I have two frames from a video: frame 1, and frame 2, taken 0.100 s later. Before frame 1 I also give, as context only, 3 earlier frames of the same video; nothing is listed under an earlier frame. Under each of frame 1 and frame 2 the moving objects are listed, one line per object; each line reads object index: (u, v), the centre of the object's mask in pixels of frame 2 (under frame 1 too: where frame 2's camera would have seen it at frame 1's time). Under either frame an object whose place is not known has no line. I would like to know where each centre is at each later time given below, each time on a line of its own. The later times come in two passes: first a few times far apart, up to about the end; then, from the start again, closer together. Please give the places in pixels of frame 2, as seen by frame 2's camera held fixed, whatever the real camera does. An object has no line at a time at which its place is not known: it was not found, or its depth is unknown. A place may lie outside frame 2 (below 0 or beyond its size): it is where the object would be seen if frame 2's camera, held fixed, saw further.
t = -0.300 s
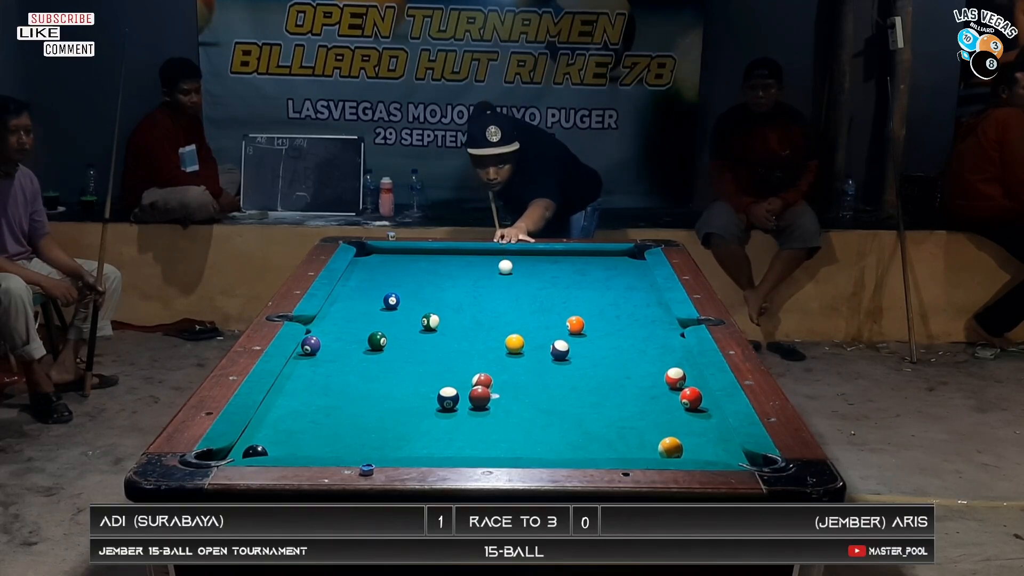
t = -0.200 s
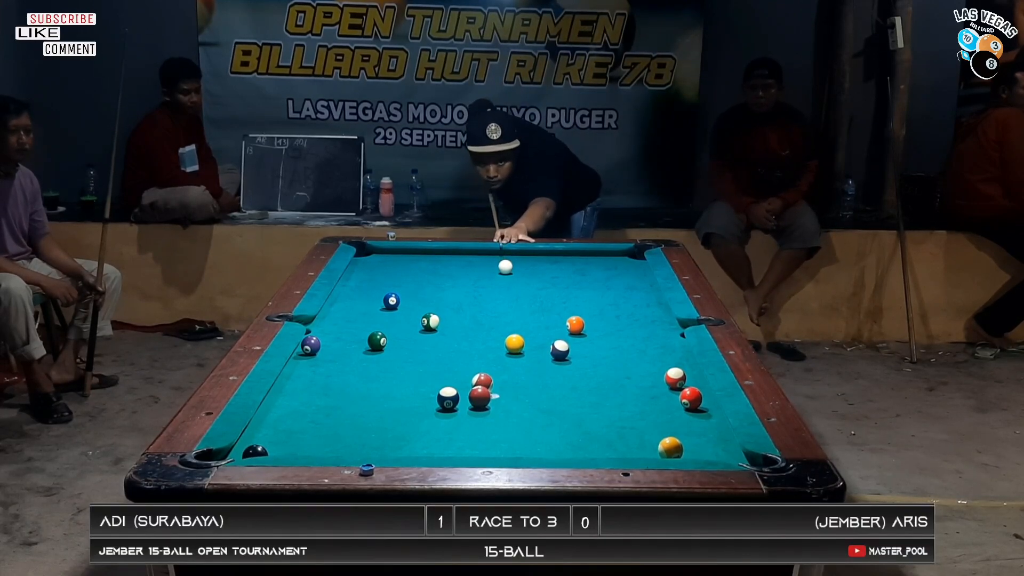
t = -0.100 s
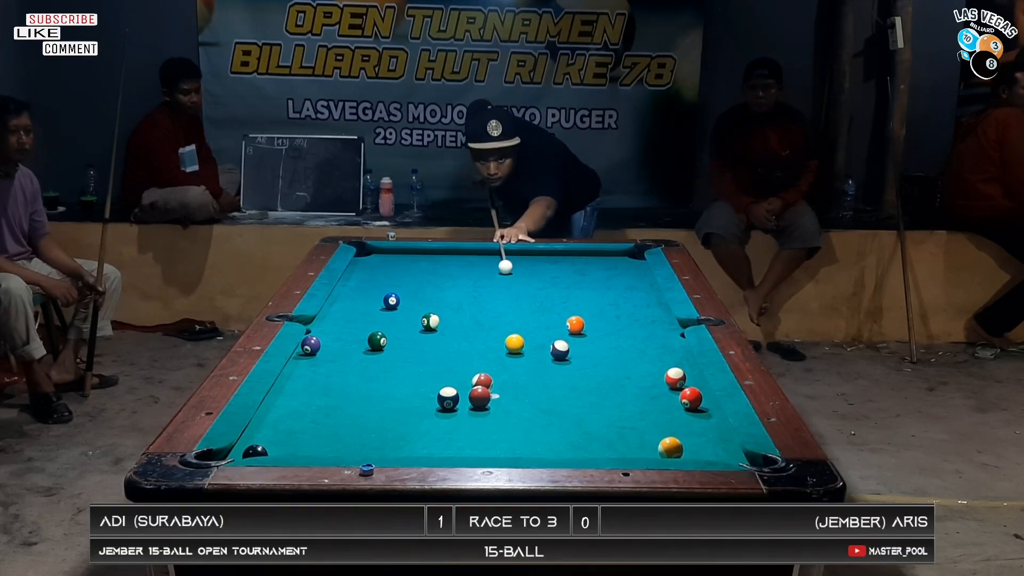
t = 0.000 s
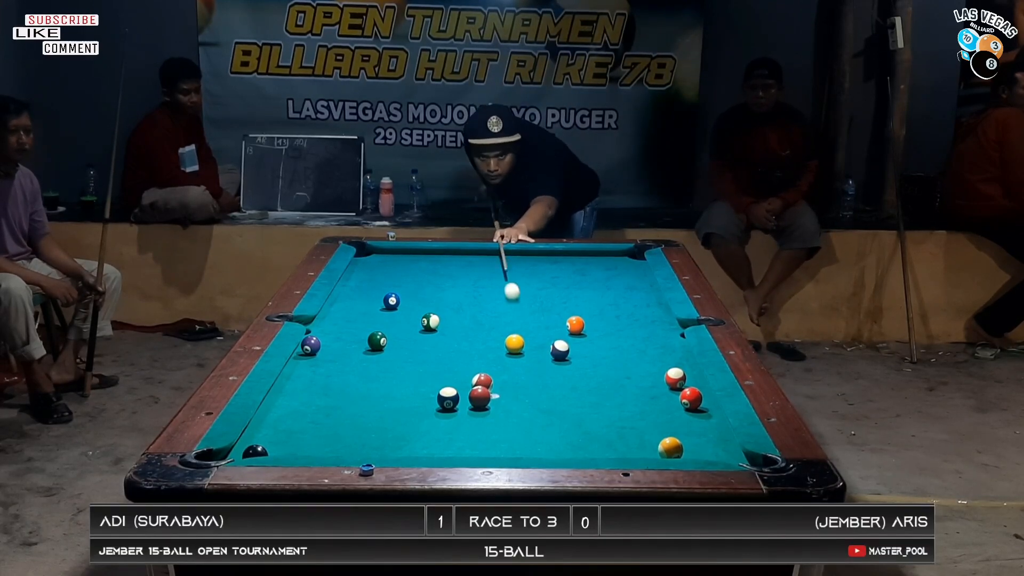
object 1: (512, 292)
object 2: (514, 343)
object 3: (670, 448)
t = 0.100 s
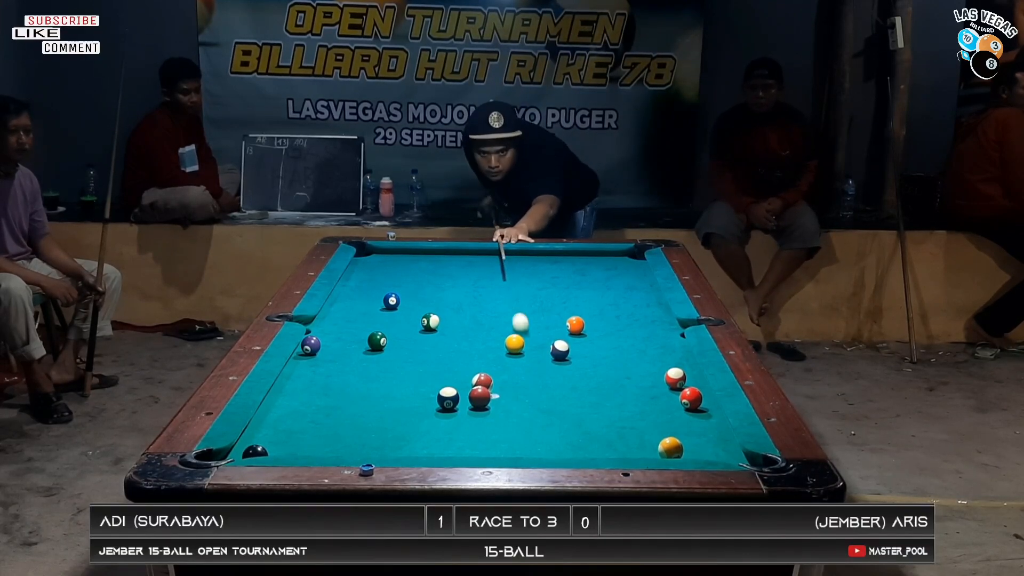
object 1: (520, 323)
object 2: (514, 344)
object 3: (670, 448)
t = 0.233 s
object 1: (575, 342)
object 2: (467, 361)
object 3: (670, 448)
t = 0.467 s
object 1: (670, 349)
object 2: (348, 411)
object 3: (670, 448)
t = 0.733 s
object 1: (631, 351)
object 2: (275, 445)
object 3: (670, 448)
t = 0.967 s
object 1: (584, 353)
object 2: (343, 448)
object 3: (665, 453)
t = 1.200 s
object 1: (540, 354)
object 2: (406, 450)
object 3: (652, 446)
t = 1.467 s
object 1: (493, 356)
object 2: (465, 448)
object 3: (640, 435)
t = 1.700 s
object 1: (454, 357)
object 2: (512, 447)
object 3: (632, 426)
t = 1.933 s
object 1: (418, 358)
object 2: (556, 446)
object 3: (626, 419)
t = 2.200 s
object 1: (380, 360)
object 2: (601, 444)
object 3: (621, 413)
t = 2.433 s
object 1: (349, 362)
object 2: (636, 442)
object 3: (618, 409)
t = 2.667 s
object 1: (321, 364)
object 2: (667, 439)
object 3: (615, 407)
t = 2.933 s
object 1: (295, 367)
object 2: (698, 438)
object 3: (612, 406)
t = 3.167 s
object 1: (308, 369)
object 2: (722, 437)
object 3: (612, 406)
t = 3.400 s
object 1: (318, 370)
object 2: (709, 437)
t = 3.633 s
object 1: (326, 371)
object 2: (697, 436)
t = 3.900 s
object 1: (332, 371)
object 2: (689, 436)
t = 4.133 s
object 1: (336, 371)
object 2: (686, 436)
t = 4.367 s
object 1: (337, 371)
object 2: (686, 436)
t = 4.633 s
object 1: (336, 371)
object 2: (687, 436)
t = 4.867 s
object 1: (336, 371)
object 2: (688, 436)
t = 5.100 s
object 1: (336, 371)
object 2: (688, 436)
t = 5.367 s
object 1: (336, 371)
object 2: (688, 436)
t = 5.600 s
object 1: (336, 371)
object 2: (688, 436)
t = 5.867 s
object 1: (336, 371)
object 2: (688, 436)
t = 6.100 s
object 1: (336, 371)
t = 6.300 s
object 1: (336, 371)
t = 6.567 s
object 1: (336, 371)
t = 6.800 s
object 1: (336, 371)
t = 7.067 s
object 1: (336, 371)
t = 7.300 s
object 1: (336, 371)
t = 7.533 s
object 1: (336, 371)
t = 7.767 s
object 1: (336, 371)
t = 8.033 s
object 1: (336, 371)
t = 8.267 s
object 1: (336, 371)
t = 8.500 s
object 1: (336, 371)
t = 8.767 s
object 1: (336, 371)
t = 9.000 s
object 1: (336, 371)
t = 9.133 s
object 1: (336, 371)
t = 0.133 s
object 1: (525, 333)
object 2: (514, 344)
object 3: (670, 448)
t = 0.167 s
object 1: (539, 341)
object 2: (503, 347)
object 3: (670, 448)
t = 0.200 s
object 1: (557, 340)
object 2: (485, 354)
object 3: (670, 448)
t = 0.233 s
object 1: (575, 342)
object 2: (467, 361)
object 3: (670, 448)
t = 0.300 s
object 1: (603, 343)
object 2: (433, 376)
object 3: (670, 448)
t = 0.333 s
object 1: (617, 343)
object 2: (416, 383)
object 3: (670, 448)
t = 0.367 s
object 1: (630, 344)
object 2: (400, 390)
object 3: (670, 448)
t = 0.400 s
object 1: (643, 345)
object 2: (383, 397)
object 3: (670, 448)
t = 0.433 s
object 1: (657, 347)
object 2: (366, 404)
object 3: (670, 448)
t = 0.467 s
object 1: (670, 349)
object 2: (348, 411)
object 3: (670, 448)
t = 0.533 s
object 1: (674, 350)
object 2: (311, 426)
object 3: (670, 448)
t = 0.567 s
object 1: (666, 350)
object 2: (291, 435)
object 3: (670, 448)
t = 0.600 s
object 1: (659, 351)
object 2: (272, 442)
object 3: (670, 448)
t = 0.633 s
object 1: (652, 351)
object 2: (254, 442)
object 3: (670, 448)
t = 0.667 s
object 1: (645, 351)
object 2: (253, 441)
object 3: (670, 448)
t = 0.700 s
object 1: (638, 351)
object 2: (264, 444)
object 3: (670, 448)
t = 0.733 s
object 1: (631, 351)
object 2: (275, 445)
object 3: (670, 448)
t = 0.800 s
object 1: (617, 352)
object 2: (295, 446)
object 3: (670, 448)
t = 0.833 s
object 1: (611, 352)
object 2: (305, 446)
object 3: (670, 448)
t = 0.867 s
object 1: (604, 352)
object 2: (314, 447)
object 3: (669, 449)
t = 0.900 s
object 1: (597, 352)
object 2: (324, 447)
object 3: (668, 451)
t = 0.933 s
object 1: (591, 353)
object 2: (334, 448)
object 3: (666, 452)
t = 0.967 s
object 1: (584, 353)
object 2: (343, 448)
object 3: (665, 453)
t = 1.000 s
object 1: (578, 353)
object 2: (353, 449)
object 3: (663, 452)
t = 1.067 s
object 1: (565, 353)
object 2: (372, 450)
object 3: (659, 450)
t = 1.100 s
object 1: (559, 354)
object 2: (382, 451)
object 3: (657, 449)
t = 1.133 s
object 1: (552, 354)
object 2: (390, 451)
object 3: (655, 448)
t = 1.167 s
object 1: (546, 354)
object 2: (398, 450)
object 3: (654, 447)
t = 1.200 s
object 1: (540, 354)
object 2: (406, 450)
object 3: (652, 446)
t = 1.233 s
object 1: (534, 354)
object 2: (413, 450)
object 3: (650, 445)
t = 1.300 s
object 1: (522, 354)
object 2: (428, 449)
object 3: (647, 442)
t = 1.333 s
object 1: (516, 355)
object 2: (436, 449)
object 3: (646, 440)
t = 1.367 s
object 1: (510, 355)
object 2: (443, 449)
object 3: (644, 439)
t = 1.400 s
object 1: (504, 355)
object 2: (451, 449)
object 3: (643, 438)
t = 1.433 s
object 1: (499, 355)
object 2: (458, 448)
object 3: (641, 436)
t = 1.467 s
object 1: (493, 356)
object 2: (465, 448)
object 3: (640, 435)
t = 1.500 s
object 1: (487, 356)
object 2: (472, 448)
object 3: (639, 433)
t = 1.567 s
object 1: (476, 356)
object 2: (486, 448)
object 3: (636, 431)
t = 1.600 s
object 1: (471, 356)
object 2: (493, 447)
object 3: (635, 430)
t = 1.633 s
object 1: (465, 356)
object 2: (499, 447)
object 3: (634, 428)
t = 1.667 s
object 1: (460, 357)
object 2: (506, 447)
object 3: (633, 427)
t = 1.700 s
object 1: (454, 357)
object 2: (512, 447)
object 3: (632, 426)
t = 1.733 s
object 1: (449, 357)
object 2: (519, 447)
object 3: (631, 425)
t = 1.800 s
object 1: (439, 357)
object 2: (532, 446)
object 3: (629, 423)
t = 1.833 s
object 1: (433, 358)
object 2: (538, 446)
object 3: (629, 422)
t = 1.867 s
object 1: (428, 358)
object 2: (544, 446)
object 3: (628, 421)
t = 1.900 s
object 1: (423, 358)
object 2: (550, 446)
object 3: (627, 420)
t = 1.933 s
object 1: (418, 358)
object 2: (556, 446)
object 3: (626, 419)
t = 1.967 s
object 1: (413, 359)
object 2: (562, 445)
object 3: (626, 418)
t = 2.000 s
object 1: (408, 359)
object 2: (568, 445)
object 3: (625, 418)
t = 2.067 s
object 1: (399, 360)
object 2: (579, 445)
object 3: (623, 416)
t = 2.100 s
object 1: (394, 360)
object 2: (584, 444)
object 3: (623, 415)
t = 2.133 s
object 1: (389, 360)
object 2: (590, 444)
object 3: (622, 415)
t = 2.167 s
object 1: (385, 360)
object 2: (596, 444)
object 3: (622, 414)
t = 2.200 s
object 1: (380, 360)
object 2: (601, 444)
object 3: (621, 413)
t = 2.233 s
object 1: (376, 361)
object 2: (606, 443)
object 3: (621, 413)
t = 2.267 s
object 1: (371, 361)
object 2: (612, 443)
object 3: (621, 412)
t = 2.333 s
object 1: (362, 362)
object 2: (621, 442)
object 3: (620, 411)
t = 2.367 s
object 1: (358, 362)
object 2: (626, 442)
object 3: (619, 410)
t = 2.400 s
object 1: (353, 362)
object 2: (631, 442)
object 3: (619, 410)
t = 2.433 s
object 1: (349, 362)
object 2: (636, 442)
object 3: (618, 409)
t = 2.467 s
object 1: (345, 363)
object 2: (641, 441)
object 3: (618, 409)
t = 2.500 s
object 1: (341, 363)
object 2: (645, 441)
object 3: (617, 409)
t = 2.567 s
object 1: (332, 363)
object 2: (654, 441)
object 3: (616, 408)
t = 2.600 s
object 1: (328, 364)
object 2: (658, 441)
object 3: (616, 408)
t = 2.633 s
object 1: (325, 364)
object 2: (663, 440)
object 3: (615, 407)
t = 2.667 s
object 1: (321, 364)
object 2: (667, 439)
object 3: (615, 407)
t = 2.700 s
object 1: (317, 365)
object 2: (671, 440)
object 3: (615, 407)
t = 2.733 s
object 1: (313, 365)
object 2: (675, 439)
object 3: (614, 407)
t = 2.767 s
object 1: (309, 365)
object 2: (679, 439)
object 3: (614, 406)
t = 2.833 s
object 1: (302, 366)
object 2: (687, 439)
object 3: (613, 406)
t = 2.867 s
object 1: (298, 366)
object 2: (691, 438)
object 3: (613, 406)
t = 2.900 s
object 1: (295, 367)
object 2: (695, 439)
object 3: (612, 406)
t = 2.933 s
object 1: (295, 367)
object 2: (698, 438)
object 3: (612, 406)
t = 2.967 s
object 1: (297, 367)
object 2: (702, 438)
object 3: (612, 406)
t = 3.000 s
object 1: (299, 367)
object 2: (706, 438)
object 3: (612, 406)
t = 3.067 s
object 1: (302, 368)
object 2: (713, 438)
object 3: (612, 406)
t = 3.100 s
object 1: (304, 368)
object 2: (716, 438)
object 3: (612, 406)
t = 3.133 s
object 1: (306, 369)
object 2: (719, 438)
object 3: (612, 406)
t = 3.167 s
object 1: (308, 369)
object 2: (722, 437)
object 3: (612, 406)
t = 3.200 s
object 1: (309, 369)
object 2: (721, 437)
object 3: (612, 406)
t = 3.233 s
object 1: (311, 369)
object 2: (719, 437)
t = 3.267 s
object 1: (312, 369)
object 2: (717, 437)
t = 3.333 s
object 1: (316, 370)
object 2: (712, 436)
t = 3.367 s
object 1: (317, 370)
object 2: (711, 436)
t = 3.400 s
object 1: (318, 370)
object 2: (709, 437)
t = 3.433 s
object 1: (320, 370)
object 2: (707, 436)
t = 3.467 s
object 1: (321, 370)
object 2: (705, 436)
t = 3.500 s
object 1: (322, 370)
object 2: (703, 436)
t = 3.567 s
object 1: (324, 370)
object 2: (700, 436)
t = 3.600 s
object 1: (325, 371)
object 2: (699, 436)
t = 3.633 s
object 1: (326, 371)
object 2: (697, 436)
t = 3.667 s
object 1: (327, 371)
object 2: (696, 435)
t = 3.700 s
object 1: (328, 371)
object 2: (695, 436)
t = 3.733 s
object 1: (329, 371)
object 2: (694, 436)
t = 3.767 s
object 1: (330, 371)
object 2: (693, 436)
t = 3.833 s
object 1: (331, 371)
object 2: (691, 436)
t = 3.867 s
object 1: (332, 371)
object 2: (690, 436)
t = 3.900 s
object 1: (332, 371)
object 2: (689, 436)
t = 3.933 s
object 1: (333, 371)
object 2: (689, 436)
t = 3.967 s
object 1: (334, 371)
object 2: (688, 436)
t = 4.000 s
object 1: (334, 371)
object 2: (687, 436)
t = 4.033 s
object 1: (335, 371)
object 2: (687, 436)
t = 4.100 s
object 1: (335, 371)
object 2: (686, 436)
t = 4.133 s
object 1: (336, 371)
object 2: (686, 436)
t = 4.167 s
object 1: (336, 371)
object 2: (686, 436)
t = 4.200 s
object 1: (336, 371)
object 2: (686, 436)
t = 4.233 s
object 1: (337, 371)
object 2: (686, 436)
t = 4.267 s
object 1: (337, 371)
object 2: (686, 436)
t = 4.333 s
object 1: (337, 371)
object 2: (686, 436)
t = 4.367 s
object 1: (337, 371)
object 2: (686, 436)
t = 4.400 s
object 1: (337, 371)
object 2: (686, 436)
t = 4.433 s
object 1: (337, 371)
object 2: (686, 436)
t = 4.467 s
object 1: (336, 371)
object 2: (686, 436)
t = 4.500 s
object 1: (336, 371)
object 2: (687, 436)
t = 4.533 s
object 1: (336, 371)
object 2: (687, 436)
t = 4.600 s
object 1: (336, 371)
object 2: (687, 436)
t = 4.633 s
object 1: (336, 371)
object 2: (687, 436)
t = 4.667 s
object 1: (336, 371)
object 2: (687, 436)
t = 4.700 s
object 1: (336, 371)
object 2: (687, 436)
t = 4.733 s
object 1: (336, 371)
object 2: (687, 436)
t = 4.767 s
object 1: (336, 371)
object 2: (687, 436)
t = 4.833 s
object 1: (336, 371)
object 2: (688, 436)
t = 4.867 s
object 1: (336, 371)
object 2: (688, 436)
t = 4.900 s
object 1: (336, 371)
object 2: (688, 436)
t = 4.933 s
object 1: (336, 371)
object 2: (688, 436)
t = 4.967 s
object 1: (336, 371)
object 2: (688, 436)
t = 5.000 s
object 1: (336, 371)
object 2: (688, 436)
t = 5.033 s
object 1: (336, 371)
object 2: (688, 436)
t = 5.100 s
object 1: (336, 371)
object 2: (688, 436)
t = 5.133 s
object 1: (336, 371)
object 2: (688, 436)
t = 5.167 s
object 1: (336, 371)
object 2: (688, 436)
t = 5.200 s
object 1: (336, 371)
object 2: (688, 436)
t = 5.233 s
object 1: (336, 371)
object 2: (688, 436)
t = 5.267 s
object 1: (336, 371)
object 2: (688, 436)
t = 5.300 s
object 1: (336, 371)
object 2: (688, 436)
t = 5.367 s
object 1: (336, 371)
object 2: (688, 436)
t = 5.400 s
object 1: (336, 371)
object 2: (688, 436)
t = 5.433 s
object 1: (336, 371)
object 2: (688, 436)
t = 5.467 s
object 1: (336, 371)
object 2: (688, 436)
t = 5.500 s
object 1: (336, 371)
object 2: (688, 436)
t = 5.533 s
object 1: (336, 371)
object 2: (688, 436)
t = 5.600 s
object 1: (336, 371)
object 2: (688, 436)
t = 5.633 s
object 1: (336, 371)
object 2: (688, 436)
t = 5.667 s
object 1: (336, 371)
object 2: (688, 436)
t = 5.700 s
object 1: (336, 371)
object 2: (688, 436)
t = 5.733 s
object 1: (336, 371)
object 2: (688, 436)
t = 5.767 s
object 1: (336, 371)
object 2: (688, 436)
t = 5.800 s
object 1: (336, 371)
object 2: (688, 436)
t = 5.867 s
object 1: (336, 371)
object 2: (688, 436)
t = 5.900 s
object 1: (336, 371)
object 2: (688, 436)
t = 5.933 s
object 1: (336, 371)
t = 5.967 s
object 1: (336, 371)
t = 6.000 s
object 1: (336, 371)
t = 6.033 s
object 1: (336, 371)
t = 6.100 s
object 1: (336, 371)
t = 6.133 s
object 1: (336, 371)
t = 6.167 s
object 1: (336, 371)
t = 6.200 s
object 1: (336, 371)
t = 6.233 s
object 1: (336, 371)
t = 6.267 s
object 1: (336, 371)
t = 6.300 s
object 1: (336, 371)
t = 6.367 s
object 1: (336, 371)
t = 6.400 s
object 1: (336, 371)
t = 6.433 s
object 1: (336, 371)
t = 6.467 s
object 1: (336, 371)
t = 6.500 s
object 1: (336, 371)
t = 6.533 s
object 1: (336, 371)
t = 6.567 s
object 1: (336, 371)
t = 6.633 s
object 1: (336, 371)
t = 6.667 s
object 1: (336, 371)
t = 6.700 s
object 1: (336, 371)
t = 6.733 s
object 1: (336, 371)
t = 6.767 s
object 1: (336, 371)
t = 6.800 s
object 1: (336, 371)
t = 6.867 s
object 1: (336, 371)
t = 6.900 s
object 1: (336, 371)
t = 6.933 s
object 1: (336, 371)
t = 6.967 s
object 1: (336, 371)
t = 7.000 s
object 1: (336, 371)
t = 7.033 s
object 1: (336, 371)
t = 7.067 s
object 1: (336, 371)
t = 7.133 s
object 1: (336, 371)
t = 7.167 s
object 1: (336, 371)
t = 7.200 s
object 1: (336, 371)
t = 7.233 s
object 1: (336, 371)
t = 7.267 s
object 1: (336, 371)
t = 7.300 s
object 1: (336, 371)
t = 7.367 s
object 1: (336, 371)
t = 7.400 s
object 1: (336, 371)
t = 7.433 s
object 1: (336, 371)
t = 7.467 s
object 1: (336, 371)
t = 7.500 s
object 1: (336, 371)
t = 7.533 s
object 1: (336, 371)
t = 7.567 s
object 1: (336, 371)
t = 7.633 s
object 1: (336, 371)
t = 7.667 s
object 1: (336, 371)
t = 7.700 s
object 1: (336, 371)
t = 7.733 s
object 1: (336, 371)
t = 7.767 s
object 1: (336, 371)
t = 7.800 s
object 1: (336, 371)
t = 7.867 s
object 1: (336, 371)
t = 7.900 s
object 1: (336, 371)
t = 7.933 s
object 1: (336, 371)
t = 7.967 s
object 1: (336, 371)
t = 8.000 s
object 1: (336, 371)
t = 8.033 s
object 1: (336, 371)
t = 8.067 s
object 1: (336, 371)
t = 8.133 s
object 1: (336, 371)
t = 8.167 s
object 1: (336, 371)
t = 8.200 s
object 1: (336, 371)
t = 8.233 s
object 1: (336, 371)
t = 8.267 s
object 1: (336, 371)
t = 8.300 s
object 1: (336, 371)
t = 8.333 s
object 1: (336, 371)
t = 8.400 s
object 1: (336, 371)
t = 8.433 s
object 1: (336, 371)
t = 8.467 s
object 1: (336, 371)
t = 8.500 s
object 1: (336, 371)
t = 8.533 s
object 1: (336, 371)
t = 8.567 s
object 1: (336, 371)
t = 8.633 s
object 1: (336, 371)
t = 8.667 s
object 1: (336, 371)
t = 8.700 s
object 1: (336, 371)
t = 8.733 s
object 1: (336, 371)
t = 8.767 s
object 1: (336, 371)
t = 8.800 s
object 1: (336, 371)
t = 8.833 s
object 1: (336, 371)
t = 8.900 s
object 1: (336, 371)
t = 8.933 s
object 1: (336, 371)
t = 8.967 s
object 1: (336, 371)
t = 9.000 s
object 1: (336, 371)
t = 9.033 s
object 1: (336, 371)
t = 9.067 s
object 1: (336, 371)
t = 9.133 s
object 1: (336, 371)
